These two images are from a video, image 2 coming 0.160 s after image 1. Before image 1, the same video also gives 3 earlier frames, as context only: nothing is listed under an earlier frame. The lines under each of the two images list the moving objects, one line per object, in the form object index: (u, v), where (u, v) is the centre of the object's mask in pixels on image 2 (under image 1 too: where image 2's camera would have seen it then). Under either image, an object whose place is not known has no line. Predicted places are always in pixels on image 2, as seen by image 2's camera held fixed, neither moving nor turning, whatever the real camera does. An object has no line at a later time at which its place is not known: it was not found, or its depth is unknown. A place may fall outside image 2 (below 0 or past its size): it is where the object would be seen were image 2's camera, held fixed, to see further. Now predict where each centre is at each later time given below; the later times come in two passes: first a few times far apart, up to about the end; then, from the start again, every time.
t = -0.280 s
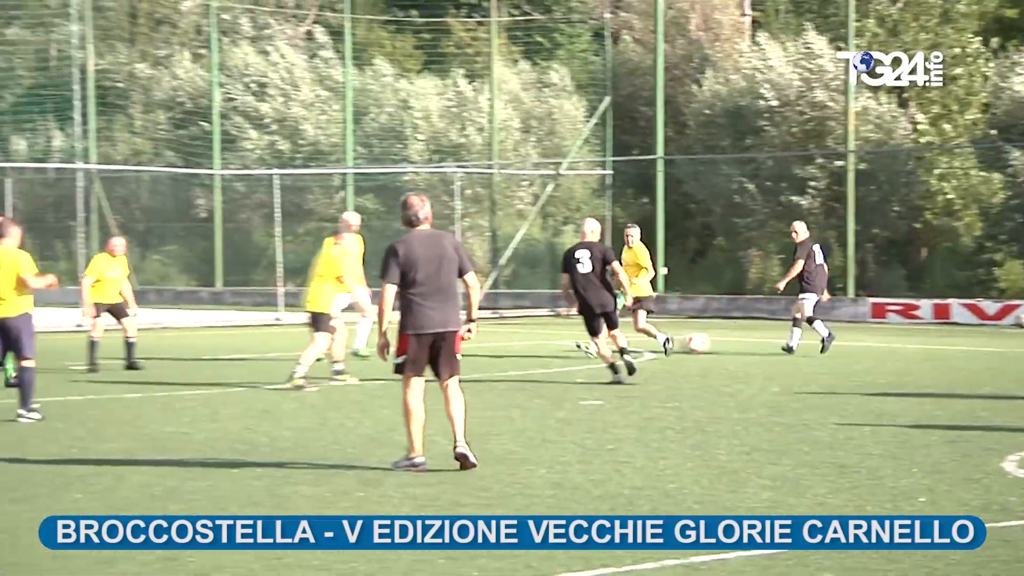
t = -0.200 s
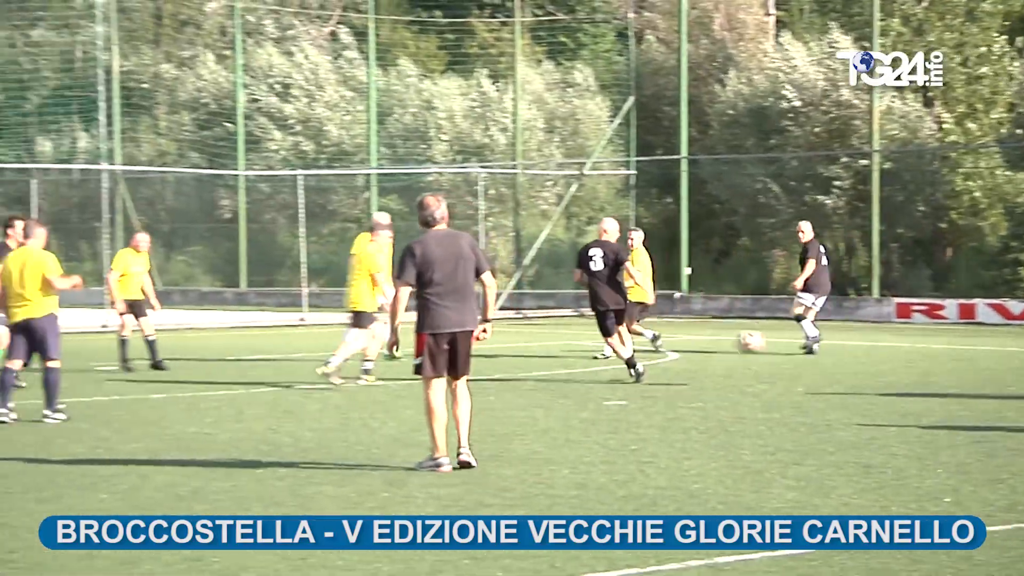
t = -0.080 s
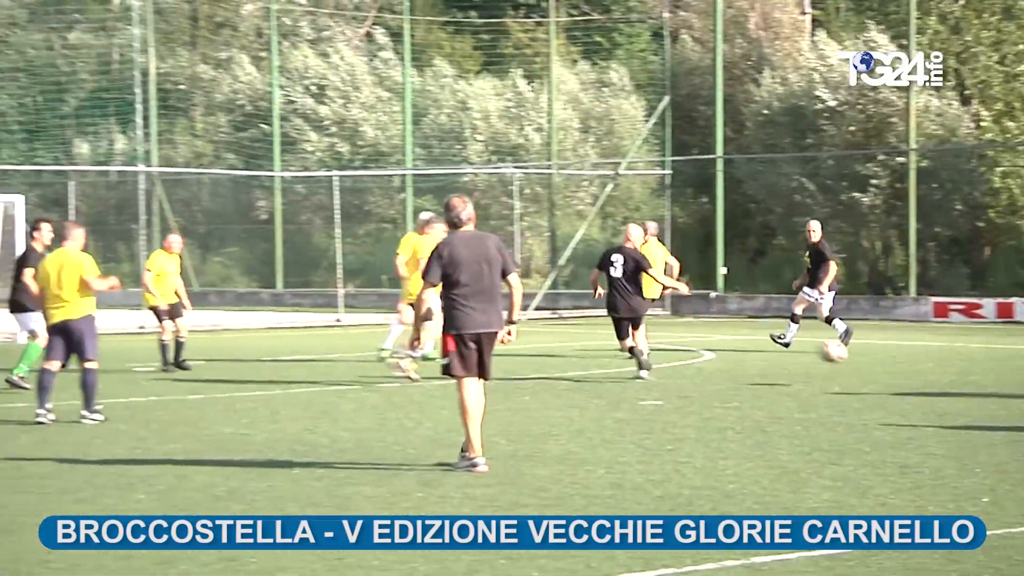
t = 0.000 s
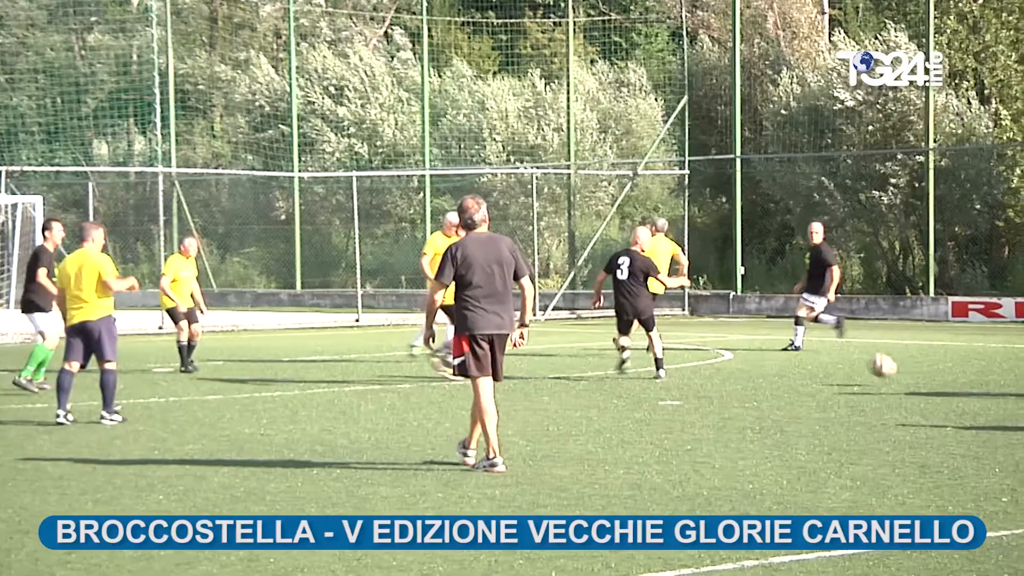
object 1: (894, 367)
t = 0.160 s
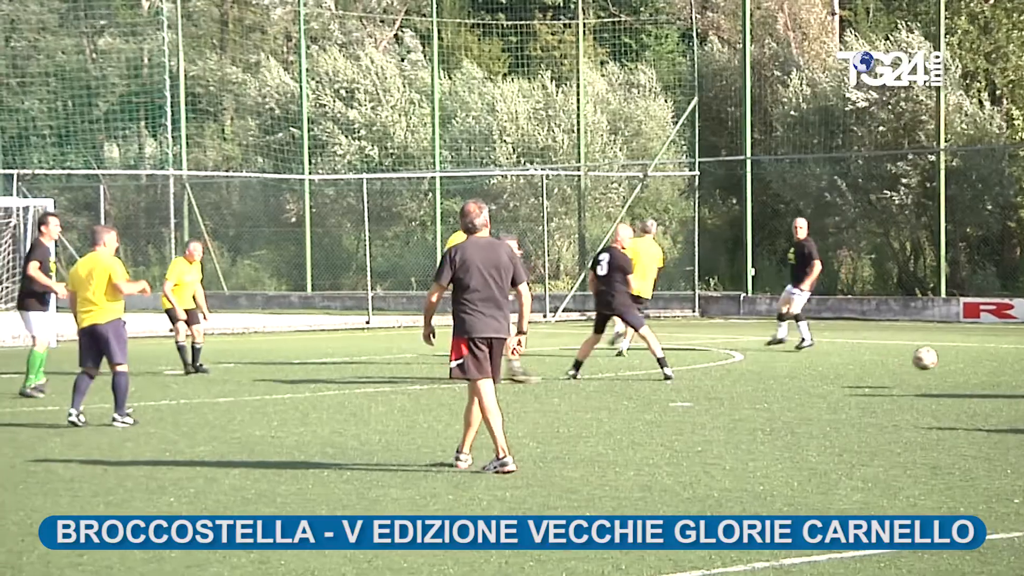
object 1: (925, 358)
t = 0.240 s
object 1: (935, 354)
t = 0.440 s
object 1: (963, 372)
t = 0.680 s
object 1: (992, 368)
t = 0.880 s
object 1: (1015, 375)
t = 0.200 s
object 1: (930, 355)
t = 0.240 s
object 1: (935, 354)
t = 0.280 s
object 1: (941, 354)
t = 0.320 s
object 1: (946, 356)
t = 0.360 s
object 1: (951, 359)
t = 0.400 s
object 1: (957, 365)
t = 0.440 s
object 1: (963, 372)
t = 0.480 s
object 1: (968, 378)
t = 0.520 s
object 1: (972, 373)
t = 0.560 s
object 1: (977, 370)
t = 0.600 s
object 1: (981, 367)
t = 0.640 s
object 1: (986, 367)
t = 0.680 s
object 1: (992, 368)
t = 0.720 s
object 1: (996, 372)
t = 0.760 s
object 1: (1001, 376)
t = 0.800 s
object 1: (1006, 381)
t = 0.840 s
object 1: (1011, 378)
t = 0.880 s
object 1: (1015, 375)
